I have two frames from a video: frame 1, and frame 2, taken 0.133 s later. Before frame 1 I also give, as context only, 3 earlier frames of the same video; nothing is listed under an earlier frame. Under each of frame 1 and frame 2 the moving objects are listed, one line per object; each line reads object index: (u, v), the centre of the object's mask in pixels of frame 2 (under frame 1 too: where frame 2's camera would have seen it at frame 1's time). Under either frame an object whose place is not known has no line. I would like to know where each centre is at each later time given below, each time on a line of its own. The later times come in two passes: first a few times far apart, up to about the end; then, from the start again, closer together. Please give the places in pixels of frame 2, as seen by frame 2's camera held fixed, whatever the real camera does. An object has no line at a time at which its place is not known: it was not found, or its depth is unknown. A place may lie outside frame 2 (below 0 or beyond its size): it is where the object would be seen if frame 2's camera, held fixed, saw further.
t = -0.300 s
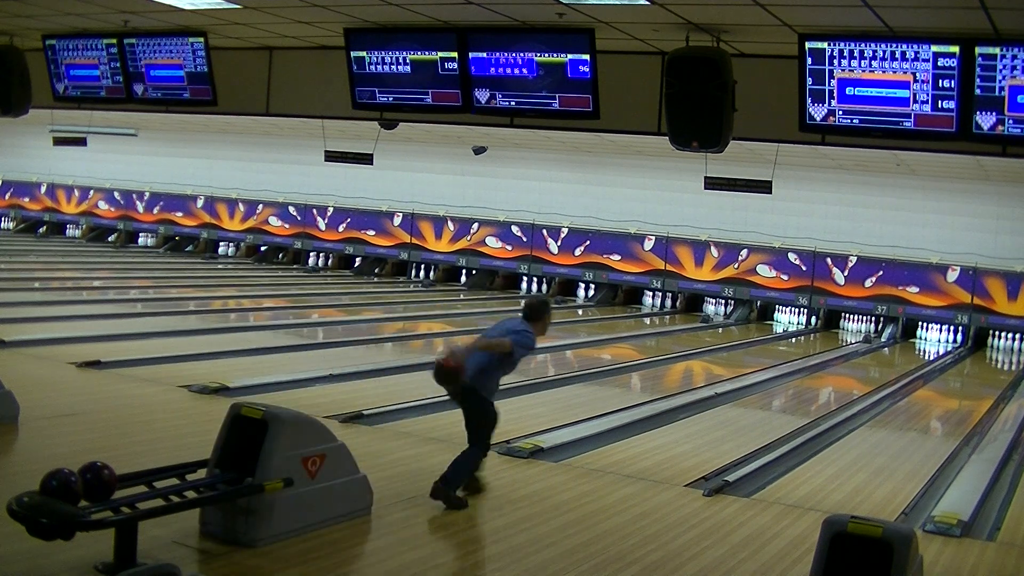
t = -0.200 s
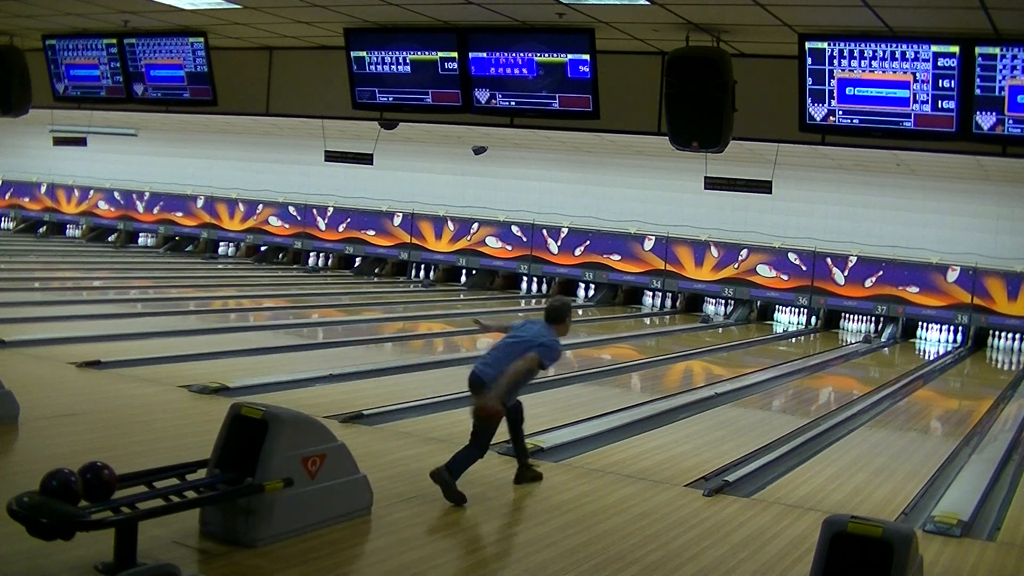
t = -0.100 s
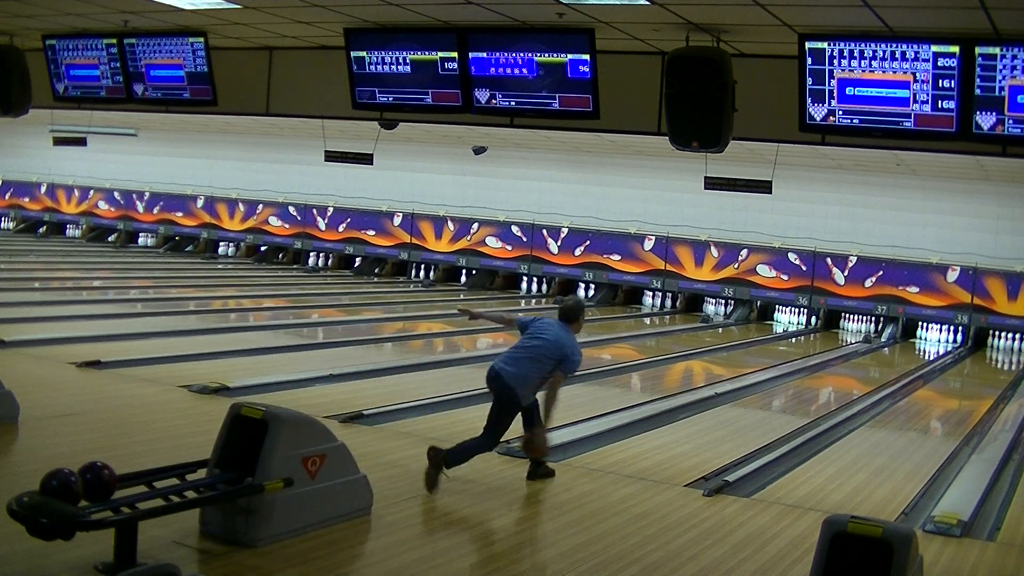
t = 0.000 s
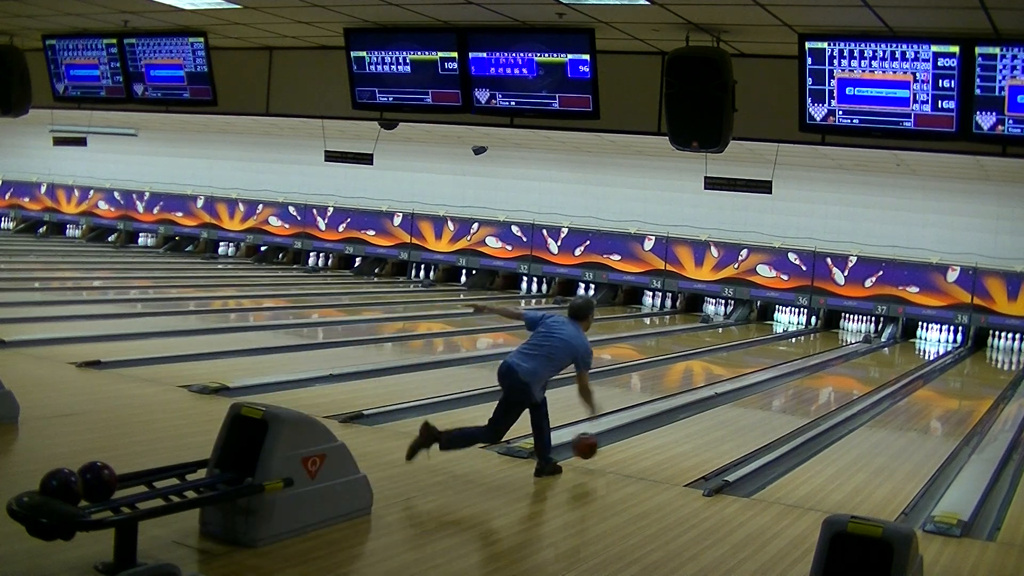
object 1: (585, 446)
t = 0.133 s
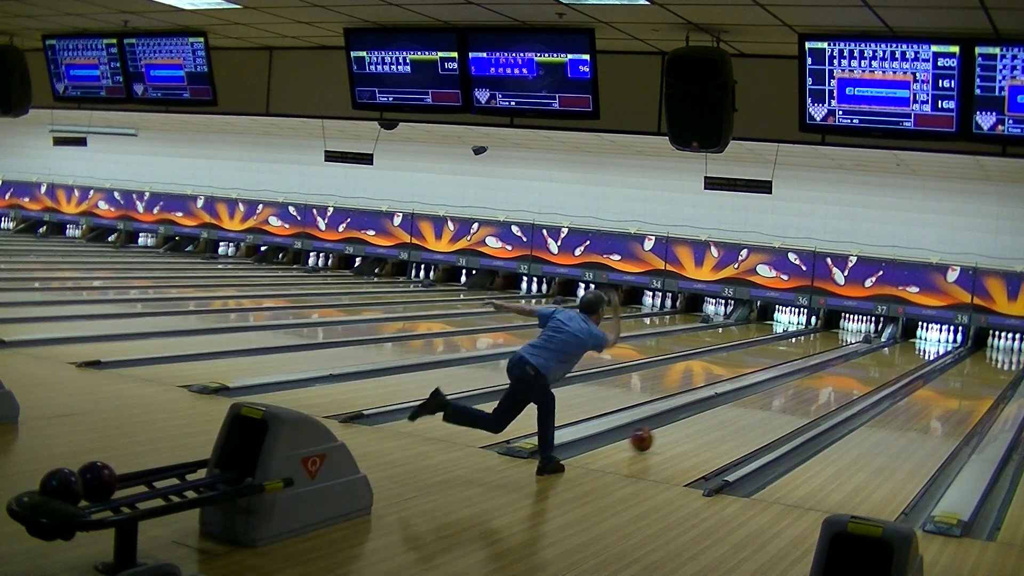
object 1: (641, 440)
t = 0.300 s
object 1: (699, 423)
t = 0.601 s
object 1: (775, 399)
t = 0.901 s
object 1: (828, 382)
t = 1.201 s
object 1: (866, 369)
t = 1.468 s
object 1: (893, 359)
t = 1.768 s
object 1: (915, 351)
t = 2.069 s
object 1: (929, 345)
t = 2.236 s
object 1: (935, 342)
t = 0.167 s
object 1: (654, 436)
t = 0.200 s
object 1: (666, 433)
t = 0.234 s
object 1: (677, 430)
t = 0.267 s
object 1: (688, 426)
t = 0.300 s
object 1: (699, 423)
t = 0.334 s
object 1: (709, 420)
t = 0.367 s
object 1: (718, 417)
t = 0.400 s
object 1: (727, 414)
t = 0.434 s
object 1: (736, 411)
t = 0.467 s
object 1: (745, 408)
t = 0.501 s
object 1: (753, 406)
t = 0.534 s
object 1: (761, 403)
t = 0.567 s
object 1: (768, 401)
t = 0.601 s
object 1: (775, 399)
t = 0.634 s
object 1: (781, 397)
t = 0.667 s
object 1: (788, 395)
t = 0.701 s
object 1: (794, 393)
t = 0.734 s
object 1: (800, 390)
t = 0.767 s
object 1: (806, 388)
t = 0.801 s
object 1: (812, 387)
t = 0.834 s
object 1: (817, 385)
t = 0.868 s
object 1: (822, 383)
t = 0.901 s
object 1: (828, 382)
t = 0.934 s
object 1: (833, 380)
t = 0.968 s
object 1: (837, 378)
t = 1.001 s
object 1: (842, 377)
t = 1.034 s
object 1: (846, 376)
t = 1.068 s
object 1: (850, 374)
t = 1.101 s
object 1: (855, 373)
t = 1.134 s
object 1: (859, 372)
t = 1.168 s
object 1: (863, 370)
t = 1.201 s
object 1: (866, 369)
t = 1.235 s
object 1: (870, 368)
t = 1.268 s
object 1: (873, 367)
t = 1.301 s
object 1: (877, 366)
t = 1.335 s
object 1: (881, 364)
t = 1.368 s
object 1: (883, 363)
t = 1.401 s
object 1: (887, 362)
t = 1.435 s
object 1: (889, 361)
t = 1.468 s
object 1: (893, 359)
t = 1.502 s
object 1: (896, 359)
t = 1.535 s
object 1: (899, 358)
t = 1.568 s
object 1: (901, 357)
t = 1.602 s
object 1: (904, 356)
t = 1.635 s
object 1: (906, 355)
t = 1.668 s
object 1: (909, 354)
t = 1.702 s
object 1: (910, 353)
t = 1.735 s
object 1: (913, 352)
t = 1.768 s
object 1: (915, 351)
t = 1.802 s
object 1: (917, 351)
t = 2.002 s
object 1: (927, 346)
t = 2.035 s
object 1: (928, 345)
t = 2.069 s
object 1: (929, 345)
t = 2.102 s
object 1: (931, 344)
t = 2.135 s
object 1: (931, 343)
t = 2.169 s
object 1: (933, 343)
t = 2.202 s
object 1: (934, 342)
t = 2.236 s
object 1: (935, 342)
